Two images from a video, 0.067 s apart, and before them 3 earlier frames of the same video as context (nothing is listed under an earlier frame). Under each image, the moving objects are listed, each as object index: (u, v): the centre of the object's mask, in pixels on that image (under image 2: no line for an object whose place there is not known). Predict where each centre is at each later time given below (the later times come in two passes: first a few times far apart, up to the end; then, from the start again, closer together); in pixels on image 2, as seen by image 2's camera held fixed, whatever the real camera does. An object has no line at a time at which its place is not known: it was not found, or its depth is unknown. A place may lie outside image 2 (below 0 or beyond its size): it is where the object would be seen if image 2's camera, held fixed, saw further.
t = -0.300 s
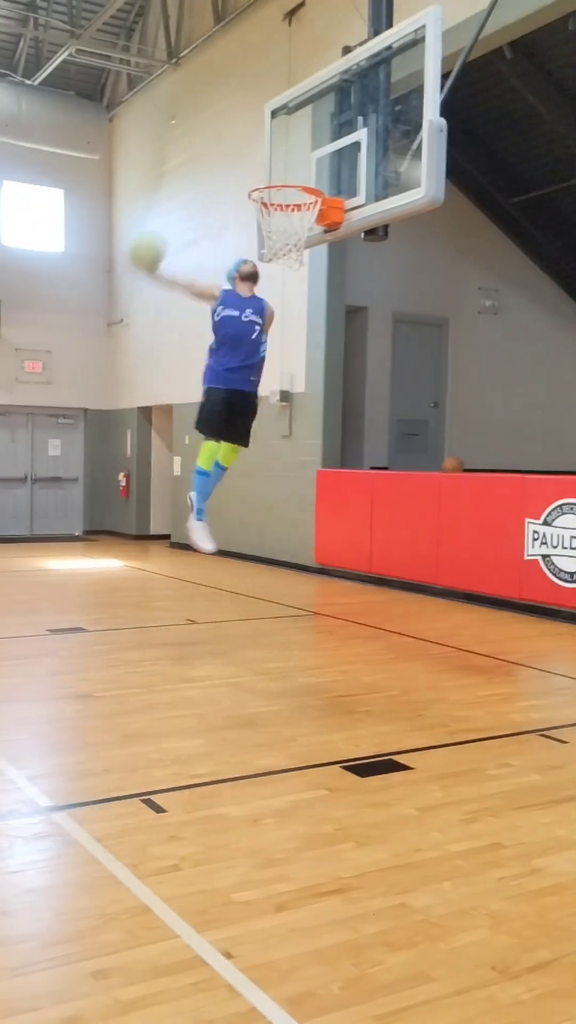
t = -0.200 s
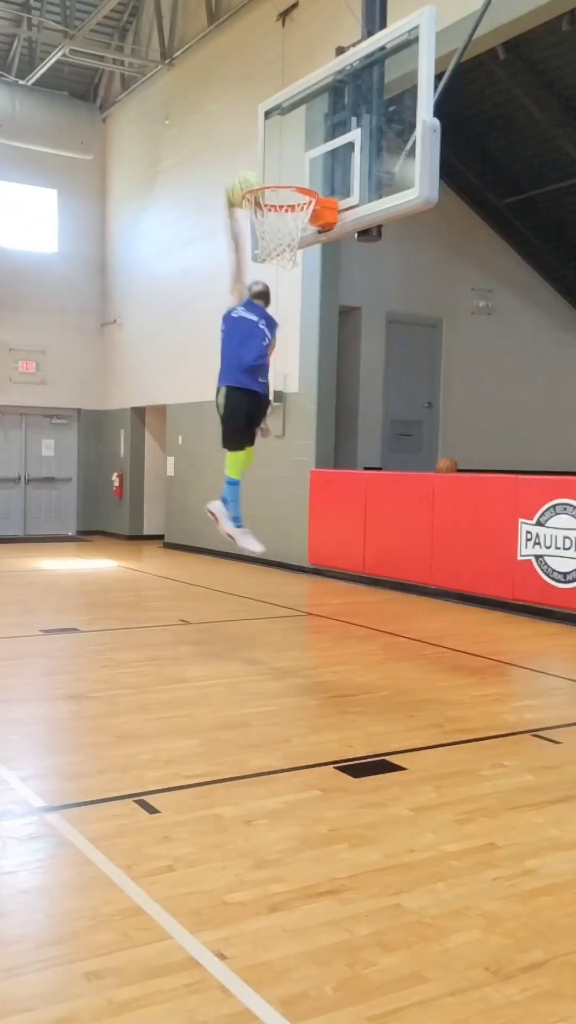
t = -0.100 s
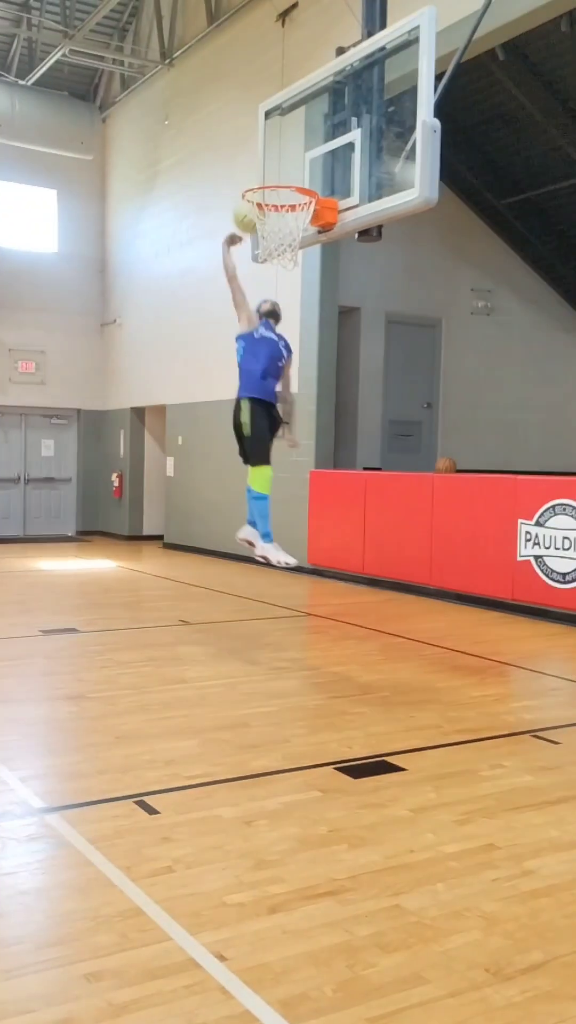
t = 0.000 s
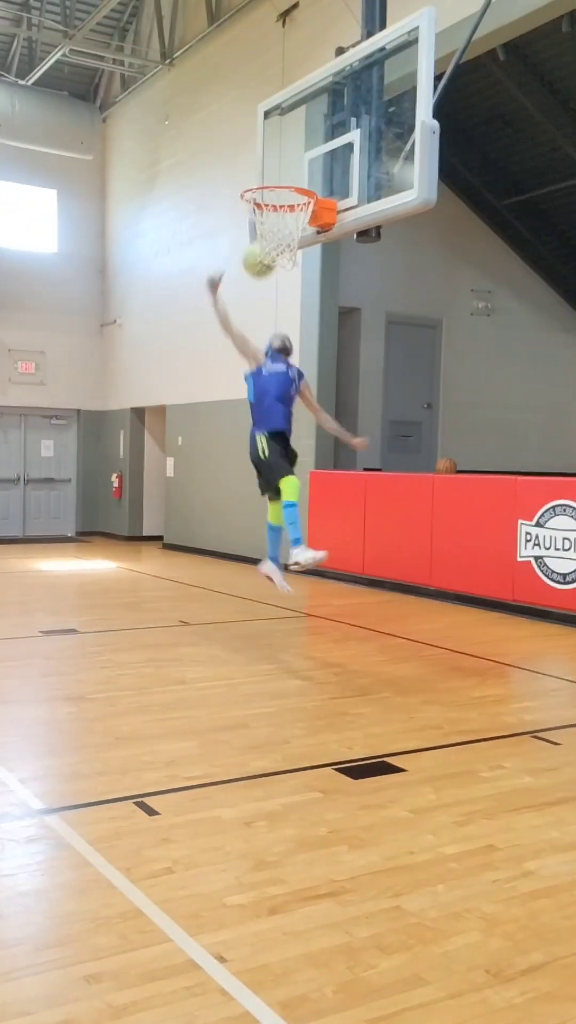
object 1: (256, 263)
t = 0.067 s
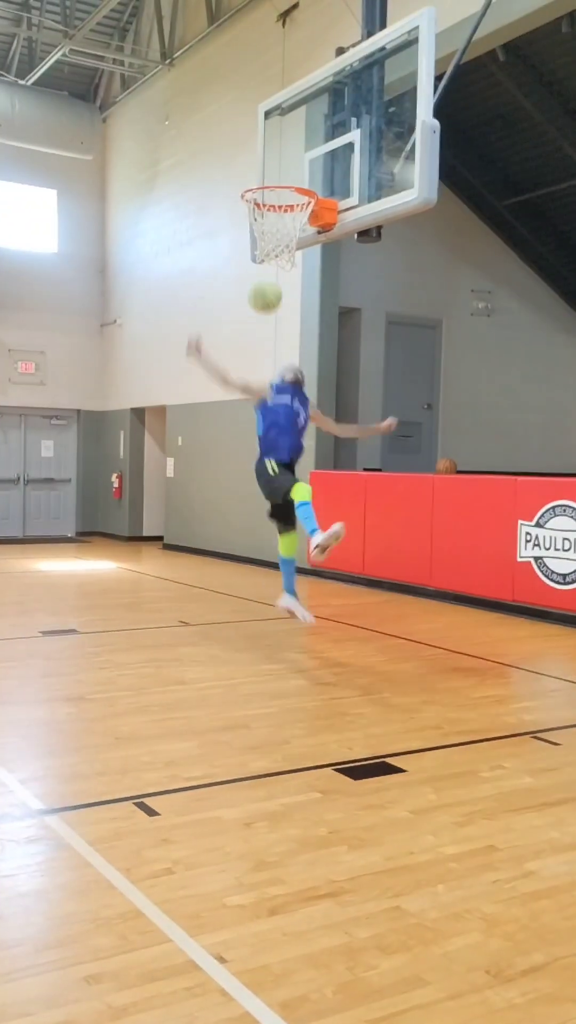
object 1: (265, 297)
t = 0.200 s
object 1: (277, 384)
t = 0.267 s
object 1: (279, 428)
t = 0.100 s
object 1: (268, 317)
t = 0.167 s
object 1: (274, 359)
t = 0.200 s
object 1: (277, 384)
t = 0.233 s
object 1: (277, 407)
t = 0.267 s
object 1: (279, 428)
